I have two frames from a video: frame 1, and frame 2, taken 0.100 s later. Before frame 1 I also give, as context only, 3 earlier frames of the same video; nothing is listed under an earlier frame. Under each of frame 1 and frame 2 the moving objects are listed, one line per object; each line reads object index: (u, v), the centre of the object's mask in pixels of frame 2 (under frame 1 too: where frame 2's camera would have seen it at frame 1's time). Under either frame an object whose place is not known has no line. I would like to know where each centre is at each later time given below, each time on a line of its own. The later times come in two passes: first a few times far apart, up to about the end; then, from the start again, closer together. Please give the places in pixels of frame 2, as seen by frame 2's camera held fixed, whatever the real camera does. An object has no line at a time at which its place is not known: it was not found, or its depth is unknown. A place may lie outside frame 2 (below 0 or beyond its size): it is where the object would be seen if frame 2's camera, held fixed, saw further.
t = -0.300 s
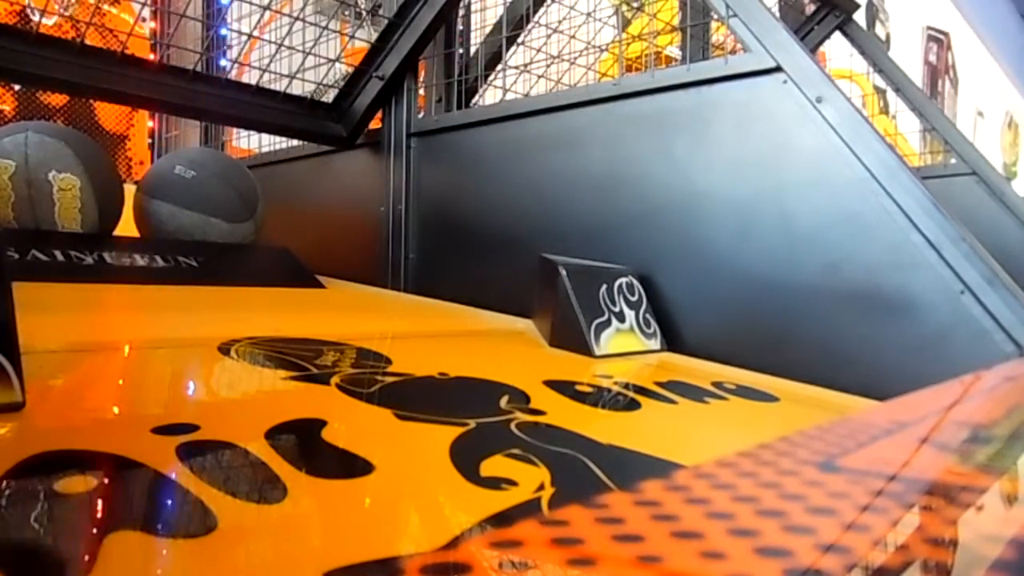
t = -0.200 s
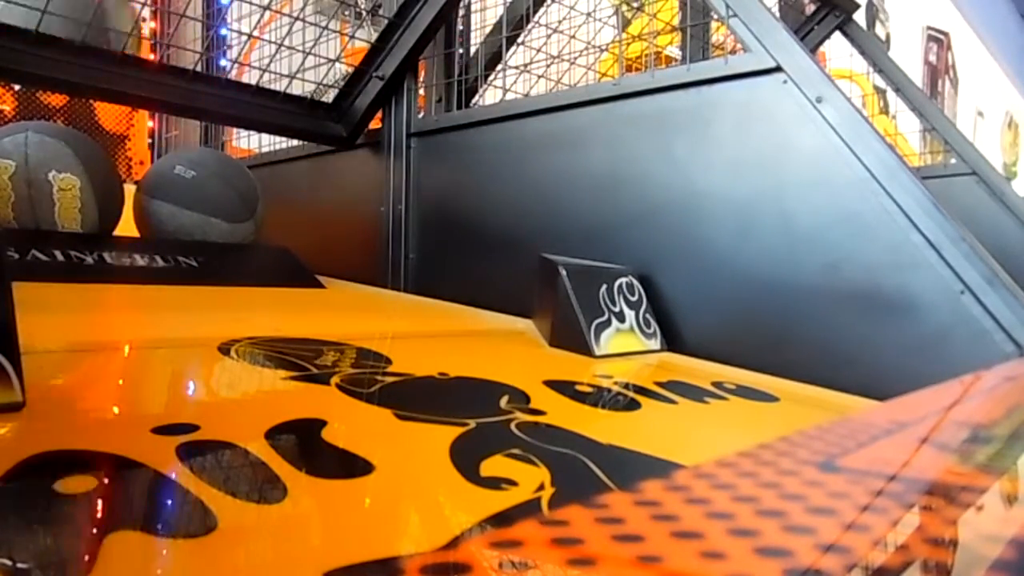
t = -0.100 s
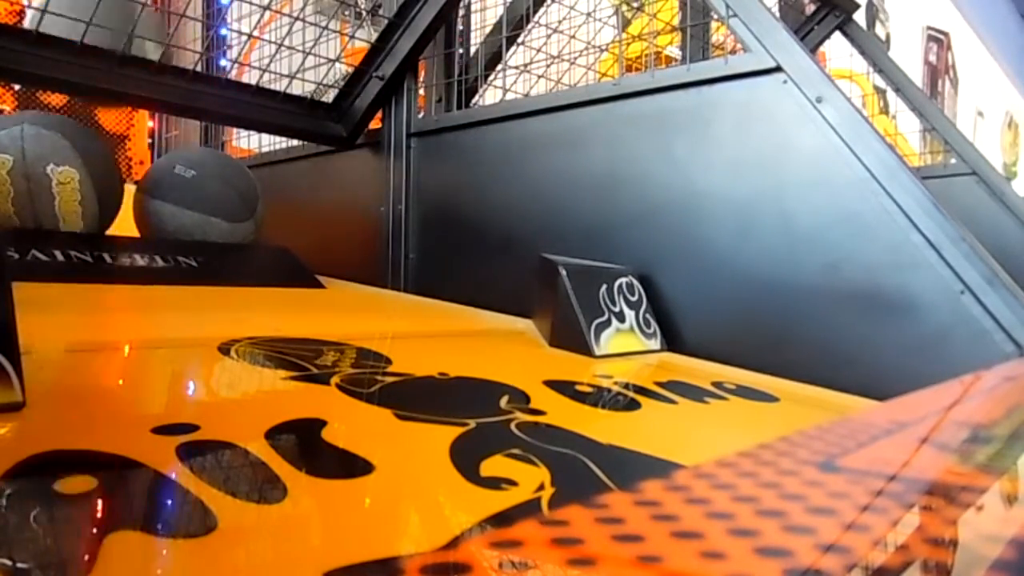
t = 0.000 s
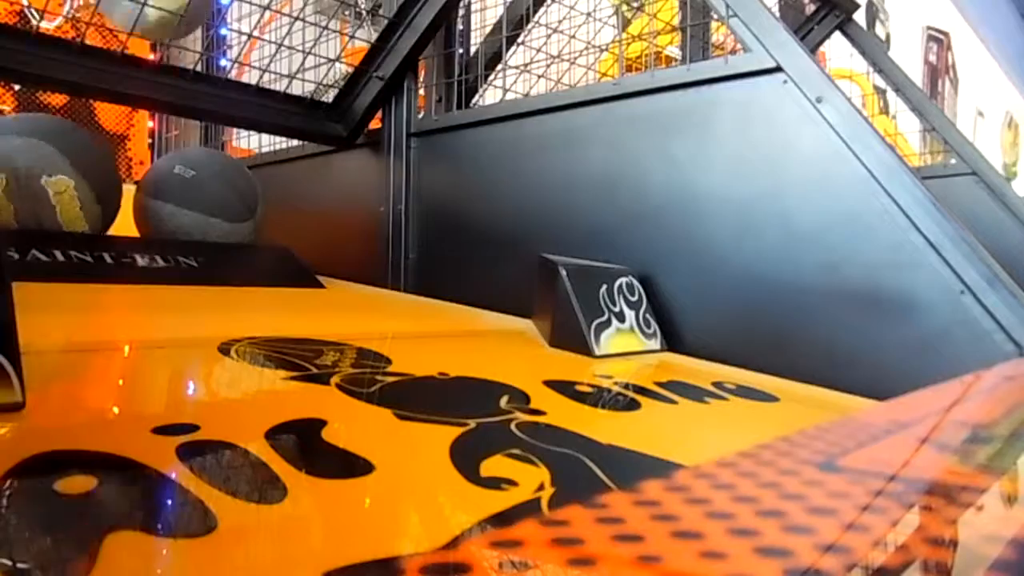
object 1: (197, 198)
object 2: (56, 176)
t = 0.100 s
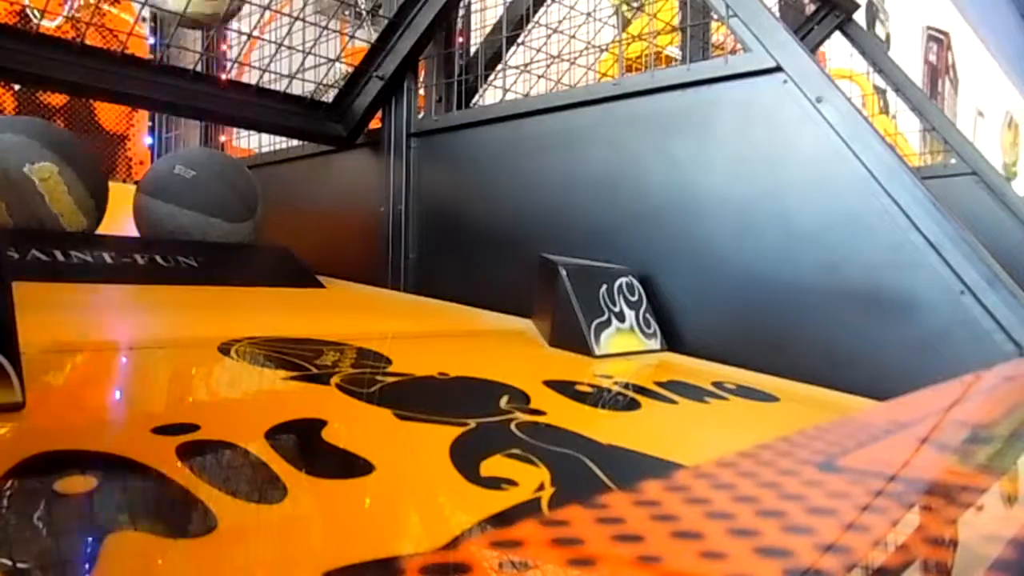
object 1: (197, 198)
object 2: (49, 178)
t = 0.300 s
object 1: (197, 198)
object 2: (38, 180)
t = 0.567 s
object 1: (198, 198)
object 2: (35, 180)
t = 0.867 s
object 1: (202, 198)
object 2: (39, 176)
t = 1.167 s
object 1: (226, 202)
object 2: (47, 179)
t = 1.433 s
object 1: (245, 204)
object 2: (46, 180)
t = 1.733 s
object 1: (263, 207)
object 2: (44, 180)
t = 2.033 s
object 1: (275, 208)
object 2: (46, 179)
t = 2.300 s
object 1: (287, 212)
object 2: (45, 179)
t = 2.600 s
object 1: (289, 212)
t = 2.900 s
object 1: (290, 212)
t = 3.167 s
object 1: (290, 211)
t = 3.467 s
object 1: (290, 211)
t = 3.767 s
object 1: (291, 211)
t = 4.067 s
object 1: (291, 211)
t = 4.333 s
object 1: (290, 211)
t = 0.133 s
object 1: (197, 198)
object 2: (47, 177)
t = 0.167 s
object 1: (197, 198)
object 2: (44, 180)
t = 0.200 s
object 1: (197, 198)
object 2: (42, 179)
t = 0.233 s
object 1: (197, 198)
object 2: (41, 180)
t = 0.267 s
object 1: (197, 198)
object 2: (39, 180)
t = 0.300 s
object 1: (197, 198)
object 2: (38, 180)
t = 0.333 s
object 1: (197, 198)
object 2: (36, 180)
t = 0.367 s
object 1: (197, 198)
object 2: (35, 180)
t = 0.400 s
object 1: (197, 198)
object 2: (33, 180)
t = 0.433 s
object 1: (197, 198)
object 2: (33, 180)
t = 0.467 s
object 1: (199, 198)
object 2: (33, 180)
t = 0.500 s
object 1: (197, 199)
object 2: (33, 180)
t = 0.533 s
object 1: (198, 198)
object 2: (34, 180)
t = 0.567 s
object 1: (198, 198)
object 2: (35, 180)
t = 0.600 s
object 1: (198, 198)
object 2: (35, 180)
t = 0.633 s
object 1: (198, 198)
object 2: (36, 180)
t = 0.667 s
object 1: (198, 198)
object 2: (36, 180)
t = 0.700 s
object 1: (198, 198)
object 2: (36, 180)
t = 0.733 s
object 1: (198, 198)
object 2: (36, 181)
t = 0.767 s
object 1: (198, 198)
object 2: (38, 180)
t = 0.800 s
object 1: (199, 198)
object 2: (37, 181)
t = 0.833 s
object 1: (201, 197)
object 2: (38, 175)
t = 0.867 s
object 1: (202, 198)
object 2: (39, 176)
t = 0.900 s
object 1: (204, 198)
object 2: (41, 178)
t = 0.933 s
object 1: (207, 199)
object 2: (42, 179)
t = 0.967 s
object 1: (209, 200)
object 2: (42, 179)
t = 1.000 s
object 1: (212, 199)
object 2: (43, 179)
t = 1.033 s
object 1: (215, 200)
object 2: (44, 179)
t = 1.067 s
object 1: (218, 200)
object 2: (46, 179)
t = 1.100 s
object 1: (220, 201)
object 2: (46, 178)
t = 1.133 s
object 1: (223, 201)
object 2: (46, 179)
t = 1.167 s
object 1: (226, 202)
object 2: (47, 179)
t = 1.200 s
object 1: (228, 203)
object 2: (47, 180)
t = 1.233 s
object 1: (230, 202)
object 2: (47, 180)
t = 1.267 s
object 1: (232, 202)
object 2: (48, 180)
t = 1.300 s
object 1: (235, 202)
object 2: (48, 180)
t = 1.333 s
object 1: (238, 203)
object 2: (47, 179)
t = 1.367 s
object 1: (241, 203)
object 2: (47, 179)
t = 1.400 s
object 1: (243, 204)
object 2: (46, 179)
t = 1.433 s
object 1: (245, 204)
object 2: (46, 180)
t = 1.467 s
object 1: (248, 205)
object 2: (46, 179)
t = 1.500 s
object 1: (249, 205)
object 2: (46, 179)
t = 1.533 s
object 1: (252, 205)
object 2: (46, 180)
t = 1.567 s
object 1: (253, 205)
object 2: (45, 180)
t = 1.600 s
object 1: (255, 206)
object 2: (46, 180)
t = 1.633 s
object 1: (259, 206)
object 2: (46, 180)
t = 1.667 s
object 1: (260, 206)
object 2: (45, 180)
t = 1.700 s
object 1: (262, 207)
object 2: (45, 180)
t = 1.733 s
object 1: (263, 207)
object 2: (44, 180)
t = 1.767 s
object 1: (264, 207)
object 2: (45, 180)
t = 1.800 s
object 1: (266, 207)
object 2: (46, 181)
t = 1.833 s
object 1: (268, 207)
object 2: (46, 181)
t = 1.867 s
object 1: (269, 208)
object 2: (45, 180)
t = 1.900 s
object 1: (271, 208)
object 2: (45, 180)
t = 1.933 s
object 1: (272, 208)
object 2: (46, 180)
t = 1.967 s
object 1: (273, 208)
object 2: (46, 180)
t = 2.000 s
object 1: (274, 209)
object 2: (46, 180)
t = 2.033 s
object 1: (275, 208)
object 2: (46, 179)
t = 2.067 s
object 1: (276, 209)
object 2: (46, 179)
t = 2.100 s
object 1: (277, 209)
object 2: (46, 179)
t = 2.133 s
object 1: (279, 209)
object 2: (46, 179)
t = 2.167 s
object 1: (281, 211)
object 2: (46, 179)
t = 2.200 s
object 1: (281, 211)
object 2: (46, 179)
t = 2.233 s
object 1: (283, 211)
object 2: (46, 179)
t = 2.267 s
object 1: (286, 211)
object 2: (46, 180)
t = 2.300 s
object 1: (287, 212)
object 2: (45, 179)
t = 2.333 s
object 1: (289, 212)
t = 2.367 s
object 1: (290, 211)
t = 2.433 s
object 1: (291, 211)
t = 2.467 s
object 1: (290, 211)
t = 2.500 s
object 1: (289, 212)
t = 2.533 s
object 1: (289, 212)
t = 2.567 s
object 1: (289, 212)
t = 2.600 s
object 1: (289, 212)
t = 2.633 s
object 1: (289, 212)
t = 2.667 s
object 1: (289, 212)
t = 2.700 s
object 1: (289, 212)
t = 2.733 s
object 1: (289, 212)
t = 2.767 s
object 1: (289, 212)
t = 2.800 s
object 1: (290, 212)
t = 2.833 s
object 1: (290, 212)
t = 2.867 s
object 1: (290, 212)
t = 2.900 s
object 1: (290, 212)
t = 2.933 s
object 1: (290, 212)
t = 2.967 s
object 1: (290, 212)
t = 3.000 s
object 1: (290, 212)
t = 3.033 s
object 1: (290, 212)
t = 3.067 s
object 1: (290, 212)
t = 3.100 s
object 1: (290, 212)
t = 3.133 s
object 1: (290, 212)
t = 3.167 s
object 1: (290, 211)
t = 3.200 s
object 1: (290, 211)
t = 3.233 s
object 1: (290, 211)
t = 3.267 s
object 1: (290, 211)
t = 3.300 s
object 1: (290, 211)
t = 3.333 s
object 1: (290, 211)
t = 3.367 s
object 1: (290, 211)
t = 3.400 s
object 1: (290, 211)
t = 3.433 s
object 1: (290, 211)
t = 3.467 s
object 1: (290, 211)
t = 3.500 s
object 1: (290, 212)
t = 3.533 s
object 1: (290, 212)
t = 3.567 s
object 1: (290, 212)
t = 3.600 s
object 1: (290, 212)
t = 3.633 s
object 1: (290, 212)
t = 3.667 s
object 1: (290, 211)
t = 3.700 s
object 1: (291, 211)
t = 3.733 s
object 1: (291, 211)
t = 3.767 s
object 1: (291, 211)
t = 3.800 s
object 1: (291, 211)
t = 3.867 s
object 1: (291, 211)
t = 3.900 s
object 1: (291, 211)
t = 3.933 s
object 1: (291, 211)
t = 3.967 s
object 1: (291, 211)
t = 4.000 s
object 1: (291, 211)
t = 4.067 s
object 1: (291, 211)
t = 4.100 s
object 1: (291, 211)
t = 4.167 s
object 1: (290, 211)
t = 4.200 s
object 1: (290, 211)
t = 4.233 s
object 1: (290, 211)
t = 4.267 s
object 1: (290, 211)
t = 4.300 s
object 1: (290, 211)
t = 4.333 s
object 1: (290, 211)
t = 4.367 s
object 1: (290, 211)
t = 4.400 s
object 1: (290, 211)
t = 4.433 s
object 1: (290, 211)
